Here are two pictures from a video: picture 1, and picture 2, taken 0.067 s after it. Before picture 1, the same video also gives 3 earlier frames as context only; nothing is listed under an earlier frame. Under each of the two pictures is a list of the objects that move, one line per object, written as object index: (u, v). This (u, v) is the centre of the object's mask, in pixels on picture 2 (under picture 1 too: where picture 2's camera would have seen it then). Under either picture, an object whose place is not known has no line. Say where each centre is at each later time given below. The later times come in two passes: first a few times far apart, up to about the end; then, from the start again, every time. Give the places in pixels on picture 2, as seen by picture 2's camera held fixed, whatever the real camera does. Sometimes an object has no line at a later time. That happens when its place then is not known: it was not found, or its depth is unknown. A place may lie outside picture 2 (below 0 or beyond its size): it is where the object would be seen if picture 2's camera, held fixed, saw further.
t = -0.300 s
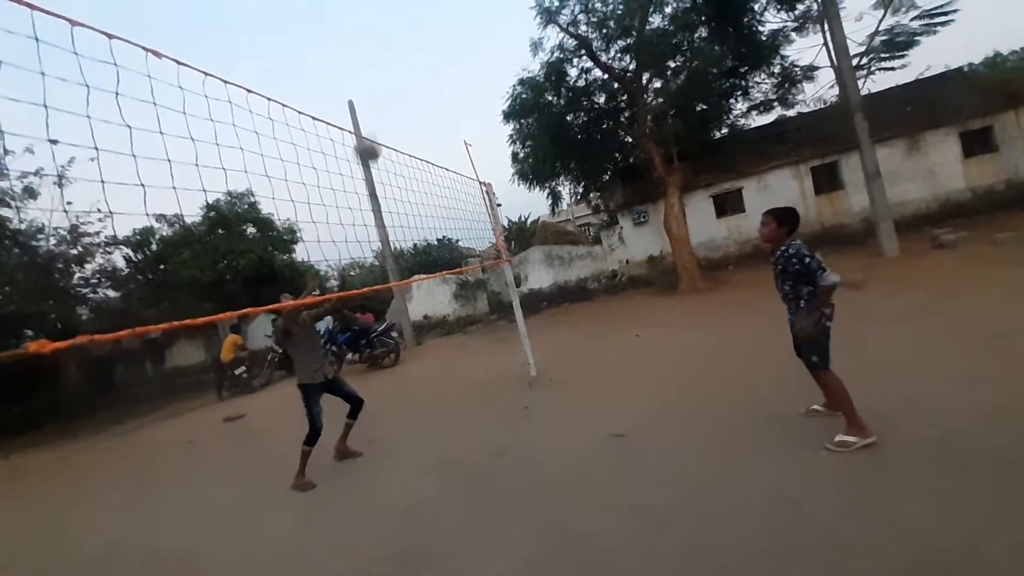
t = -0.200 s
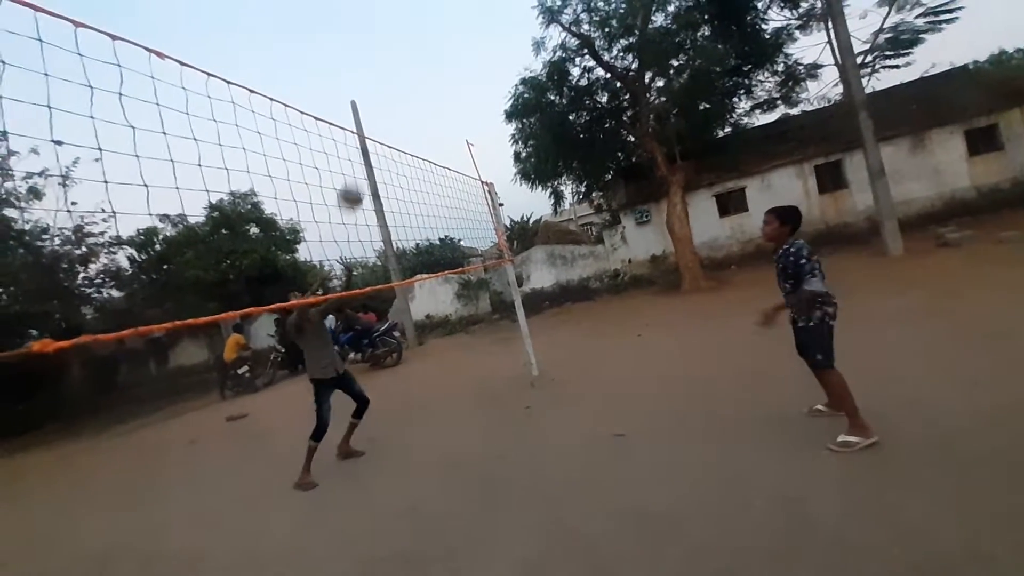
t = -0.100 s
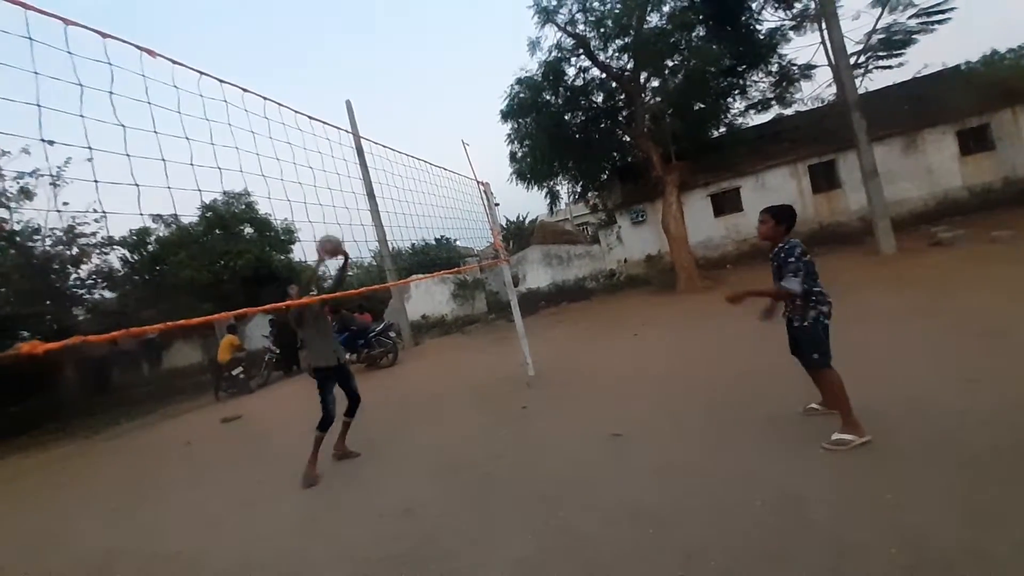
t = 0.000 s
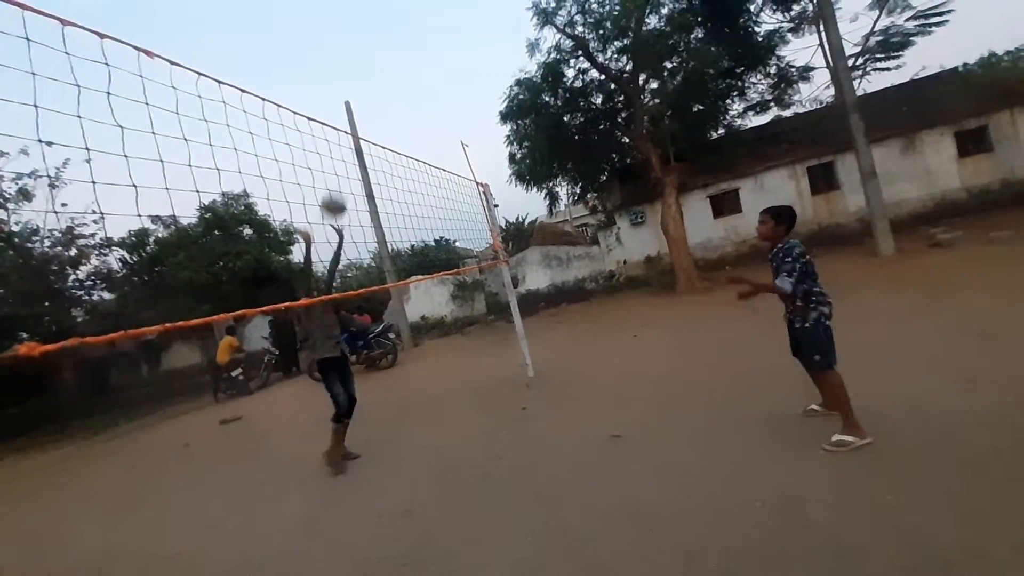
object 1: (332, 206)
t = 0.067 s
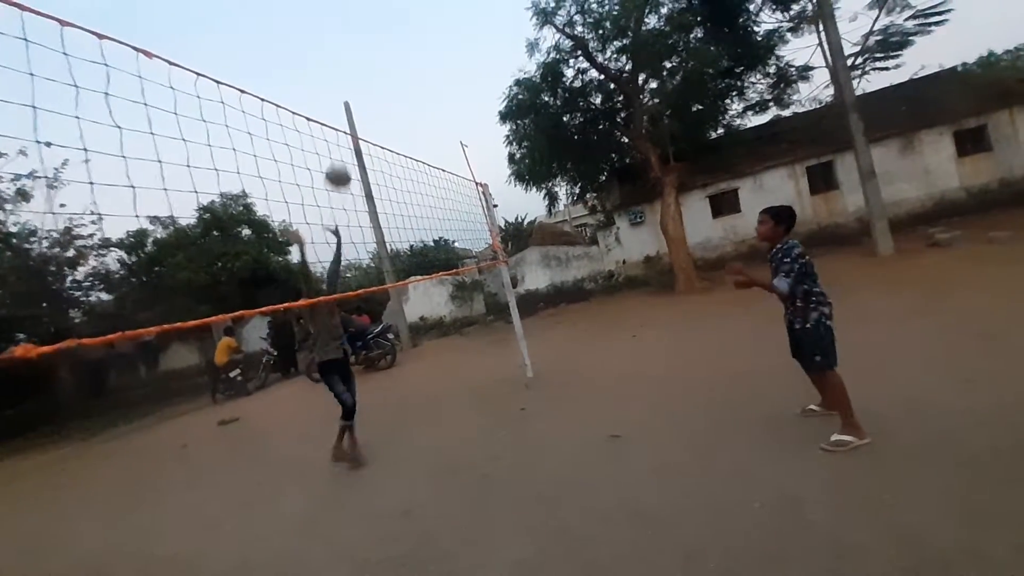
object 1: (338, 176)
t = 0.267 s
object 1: (364, 114)
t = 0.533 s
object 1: (417, 99)
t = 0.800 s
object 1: (495, 172)
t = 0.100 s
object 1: (341, 164)
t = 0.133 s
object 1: (345, 153)
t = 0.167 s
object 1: (349, 142)
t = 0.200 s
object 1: (354, 132)
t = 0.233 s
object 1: (359, 123)
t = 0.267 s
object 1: (364, 114)
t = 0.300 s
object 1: (369, 108)
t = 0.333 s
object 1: (374, 102)
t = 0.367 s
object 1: (381, 98)
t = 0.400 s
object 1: (387, 95)
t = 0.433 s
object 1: (394, 94)
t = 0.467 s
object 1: (402, 95)
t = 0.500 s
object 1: (409, 96)
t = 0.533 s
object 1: (417, 99)
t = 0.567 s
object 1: (425, 103)
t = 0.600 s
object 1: (434, 109)
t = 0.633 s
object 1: (444, 116)
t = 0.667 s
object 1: (454, 125)
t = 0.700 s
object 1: (464, 135)
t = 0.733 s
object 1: (473, 146)
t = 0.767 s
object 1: (484, 158)
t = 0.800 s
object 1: (495, 172)
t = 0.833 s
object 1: (506, 186)
